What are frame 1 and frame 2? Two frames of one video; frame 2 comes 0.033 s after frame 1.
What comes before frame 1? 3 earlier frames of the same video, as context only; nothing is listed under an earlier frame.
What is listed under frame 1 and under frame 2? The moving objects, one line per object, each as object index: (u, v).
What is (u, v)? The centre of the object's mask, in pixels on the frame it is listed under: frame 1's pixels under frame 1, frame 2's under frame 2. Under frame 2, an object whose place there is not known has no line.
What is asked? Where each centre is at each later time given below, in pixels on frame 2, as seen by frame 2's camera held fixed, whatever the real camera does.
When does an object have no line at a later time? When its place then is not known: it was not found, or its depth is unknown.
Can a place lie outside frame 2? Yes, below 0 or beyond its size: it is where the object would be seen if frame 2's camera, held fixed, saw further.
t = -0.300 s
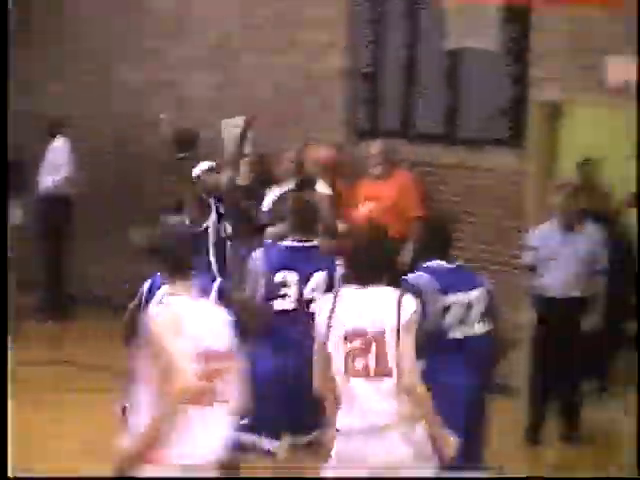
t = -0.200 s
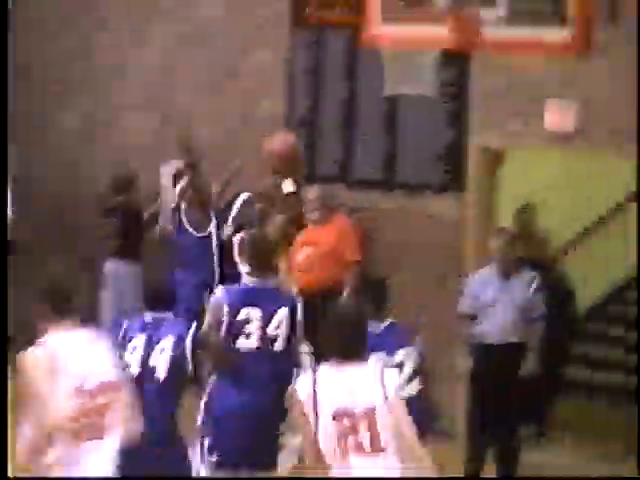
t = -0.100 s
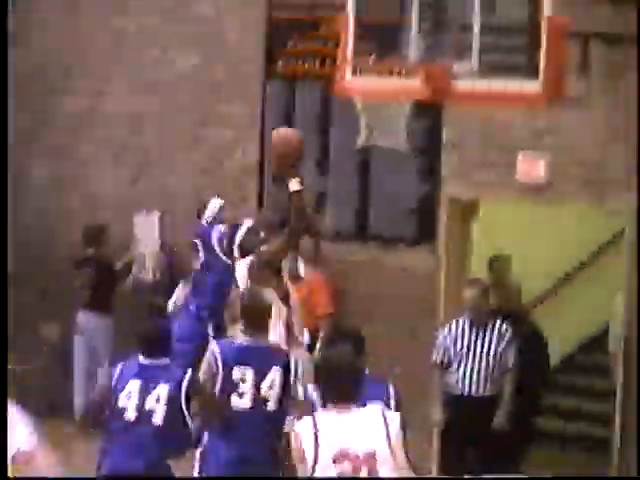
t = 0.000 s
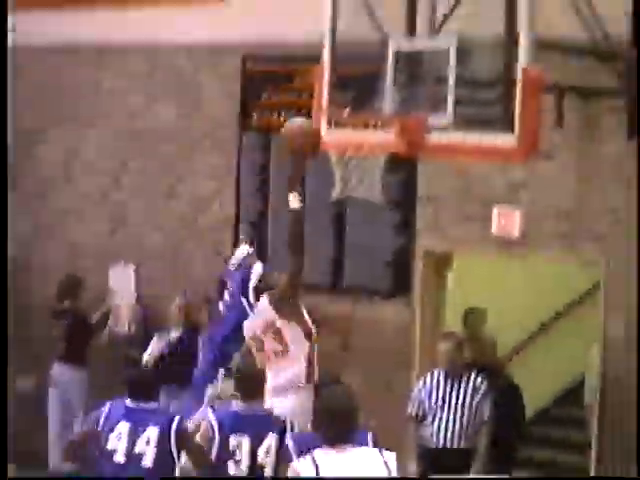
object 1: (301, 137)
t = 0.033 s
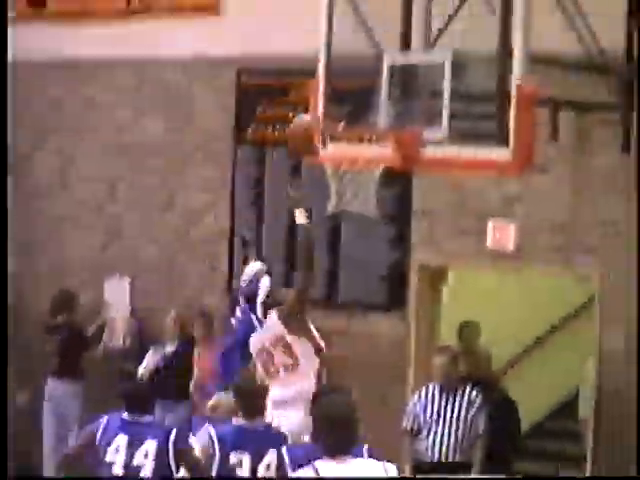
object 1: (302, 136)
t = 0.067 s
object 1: (319, 111)
